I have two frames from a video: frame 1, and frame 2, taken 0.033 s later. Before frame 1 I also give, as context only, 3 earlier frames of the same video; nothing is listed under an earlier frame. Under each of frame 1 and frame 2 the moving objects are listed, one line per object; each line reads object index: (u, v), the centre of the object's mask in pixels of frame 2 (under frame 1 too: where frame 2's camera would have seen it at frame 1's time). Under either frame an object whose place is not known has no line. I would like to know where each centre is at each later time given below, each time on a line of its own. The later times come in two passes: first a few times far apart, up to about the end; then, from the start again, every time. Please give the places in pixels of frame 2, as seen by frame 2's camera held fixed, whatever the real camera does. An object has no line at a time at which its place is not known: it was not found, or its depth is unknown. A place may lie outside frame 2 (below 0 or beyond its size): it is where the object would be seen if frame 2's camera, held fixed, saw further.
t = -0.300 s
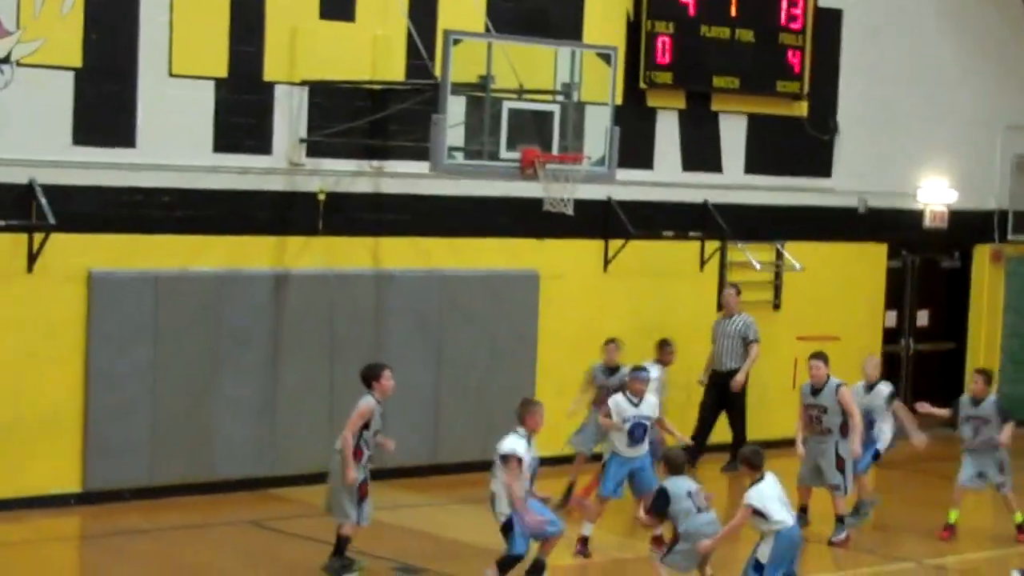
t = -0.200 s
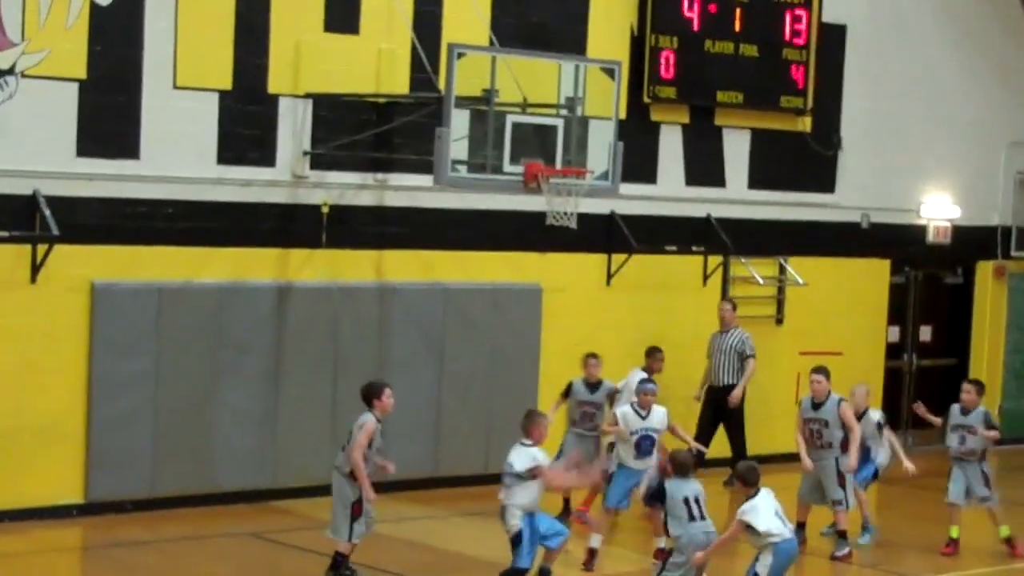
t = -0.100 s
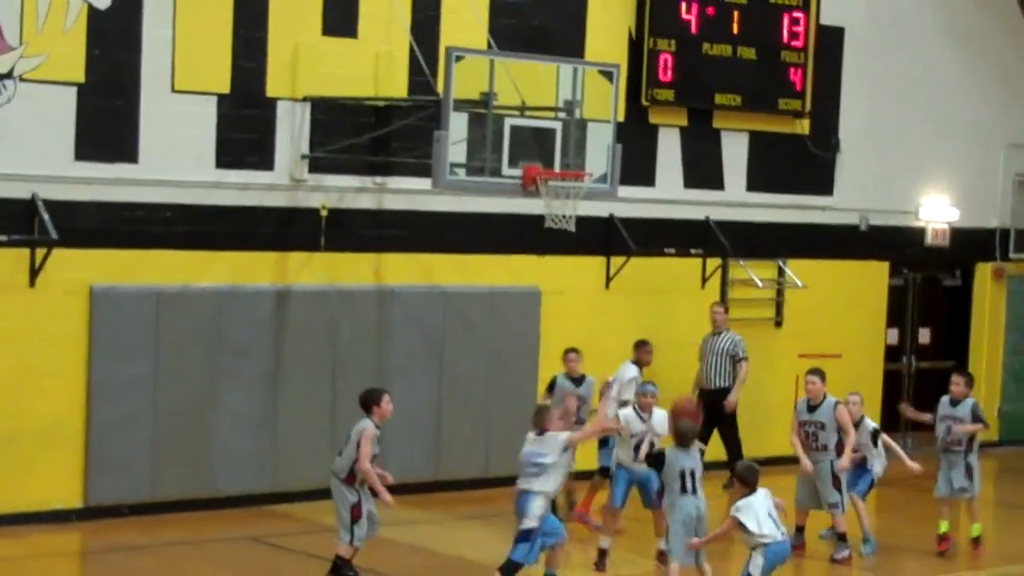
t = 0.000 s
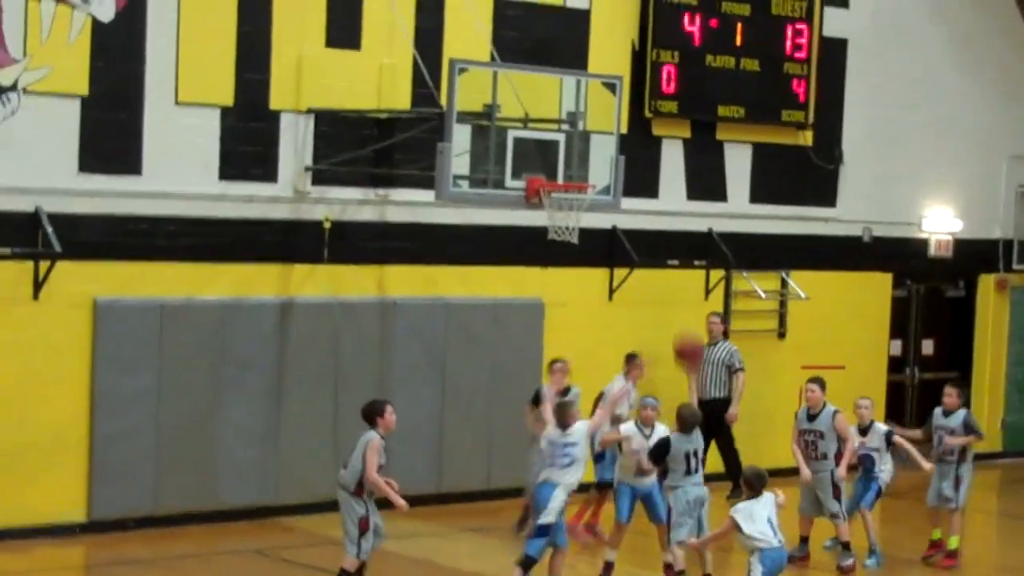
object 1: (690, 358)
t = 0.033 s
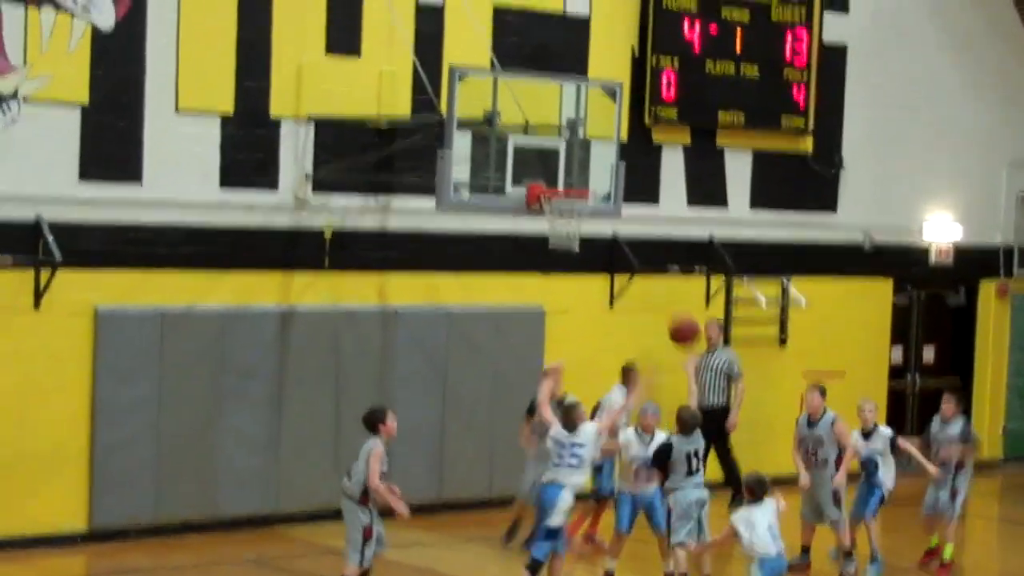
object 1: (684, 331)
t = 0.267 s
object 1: (641, 190)
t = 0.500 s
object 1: (597, 125)
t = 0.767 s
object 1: (548, 141)
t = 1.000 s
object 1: (522, 151)
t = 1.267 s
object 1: (493, 131)
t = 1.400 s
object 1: (478, 154)
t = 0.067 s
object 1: (677, 305)
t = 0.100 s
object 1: (671, 279)
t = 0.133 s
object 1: (665, 260)
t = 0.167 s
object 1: (660, 243)
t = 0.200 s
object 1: (653, 222)
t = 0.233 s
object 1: (647, 202)
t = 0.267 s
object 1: (641, 190)
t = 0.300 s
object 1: (636, 176)
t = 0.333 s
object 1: (630, 163)
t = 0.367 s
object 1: (624, 152)
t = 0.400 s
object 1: (617, 145)
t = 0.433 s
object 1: (610, 136)
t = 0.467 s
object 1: (604, 130)
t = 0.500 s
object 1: (597, 125)
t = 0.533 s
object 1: (591, 123)
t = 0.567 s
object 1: (584, 121)
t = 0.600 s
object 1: (579, 121)
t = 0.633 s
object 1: (573, 121)
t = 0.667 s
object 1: (567, 125)
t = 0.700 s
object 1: (562, 128)
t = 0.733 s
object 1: (555, 134)
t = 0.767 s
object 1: (548, 141)
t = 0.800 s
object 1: (543, 149)
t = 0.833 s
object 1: (538, 156)
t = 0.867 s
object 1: (530, 168)
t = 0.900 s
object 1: (532, 174)
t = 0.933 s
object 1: (531, 167)
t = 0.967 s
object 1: (527, 160)
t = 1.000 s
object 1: (522, 151)
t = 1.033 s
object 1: (520, 143)
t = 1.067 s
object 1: (517, 138)
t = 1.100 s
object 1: (512, 133)
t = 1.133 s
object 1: (509, 130)
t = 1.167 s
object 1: (506, 128)
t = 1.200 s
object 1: (501, 127)
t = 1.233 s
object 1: (496, 128)
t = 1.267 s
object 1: (493, 131)
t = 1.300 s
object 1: (491, 135)
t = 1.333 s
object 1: (486, 140)
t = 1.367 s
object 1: (482, 145)
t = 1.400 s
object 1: (478, 154)
